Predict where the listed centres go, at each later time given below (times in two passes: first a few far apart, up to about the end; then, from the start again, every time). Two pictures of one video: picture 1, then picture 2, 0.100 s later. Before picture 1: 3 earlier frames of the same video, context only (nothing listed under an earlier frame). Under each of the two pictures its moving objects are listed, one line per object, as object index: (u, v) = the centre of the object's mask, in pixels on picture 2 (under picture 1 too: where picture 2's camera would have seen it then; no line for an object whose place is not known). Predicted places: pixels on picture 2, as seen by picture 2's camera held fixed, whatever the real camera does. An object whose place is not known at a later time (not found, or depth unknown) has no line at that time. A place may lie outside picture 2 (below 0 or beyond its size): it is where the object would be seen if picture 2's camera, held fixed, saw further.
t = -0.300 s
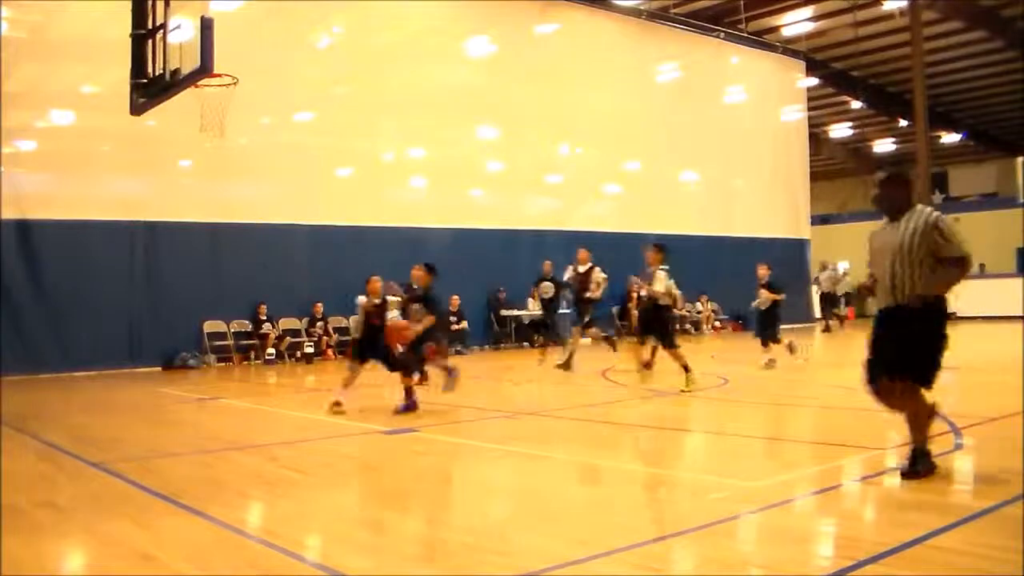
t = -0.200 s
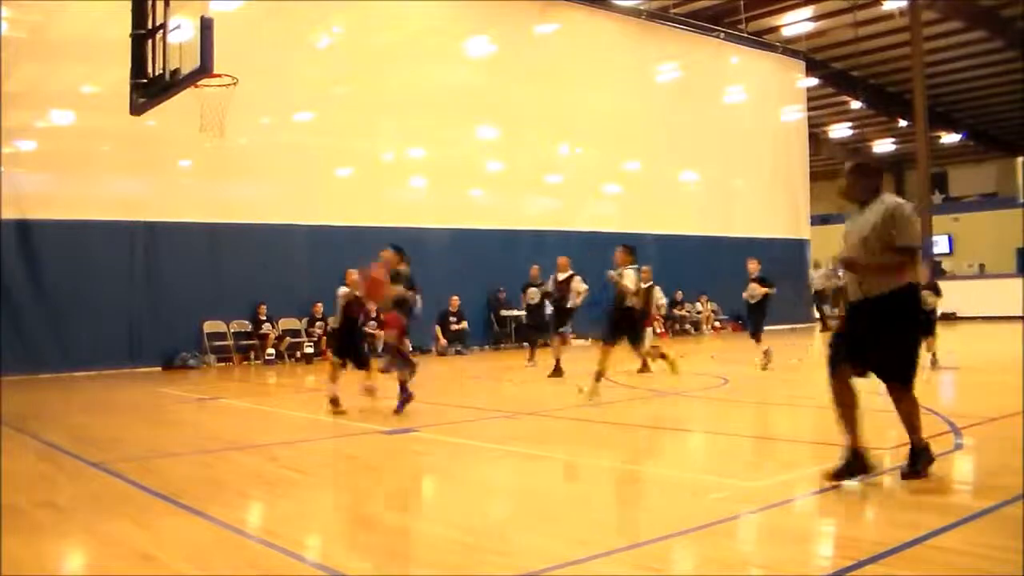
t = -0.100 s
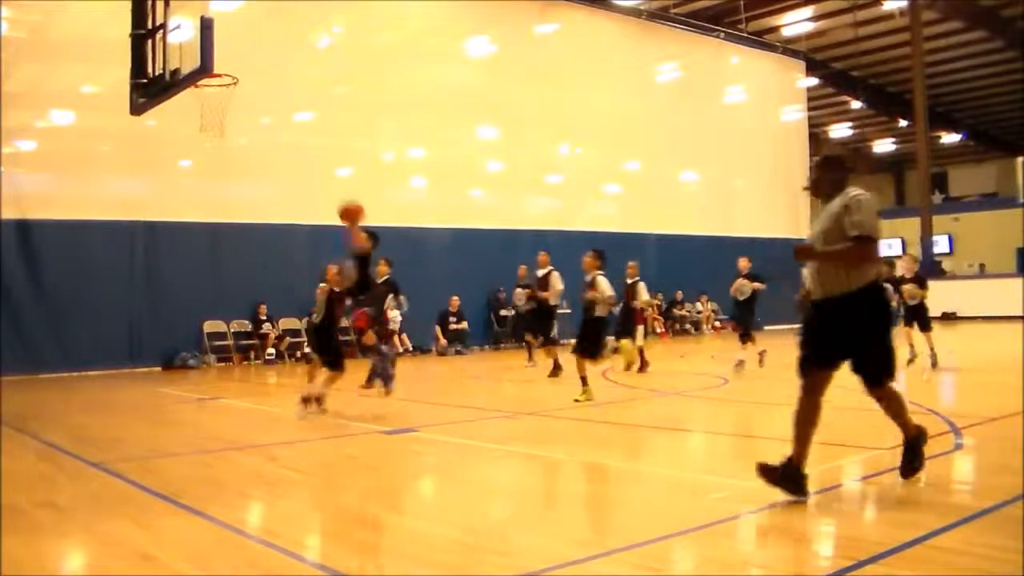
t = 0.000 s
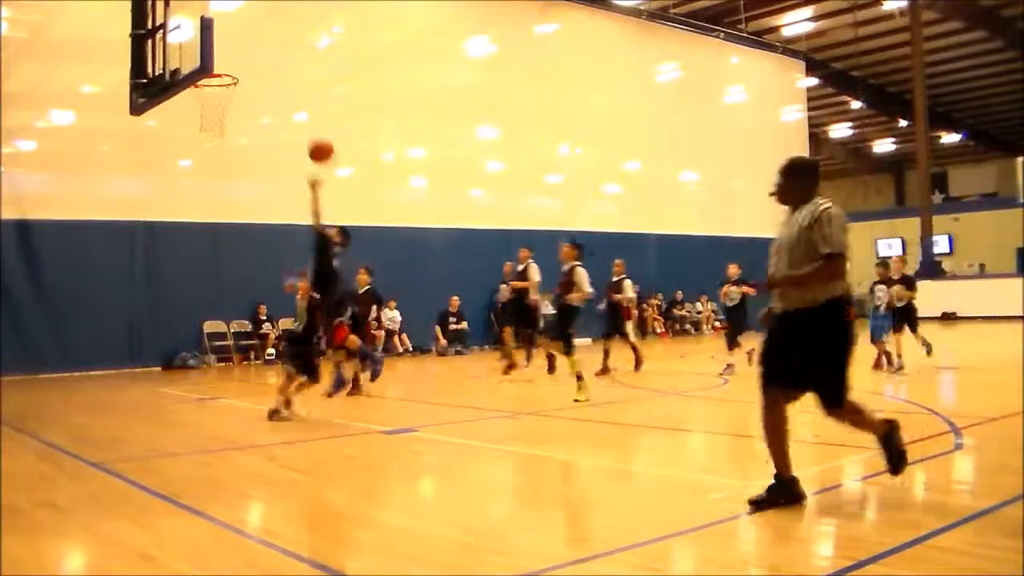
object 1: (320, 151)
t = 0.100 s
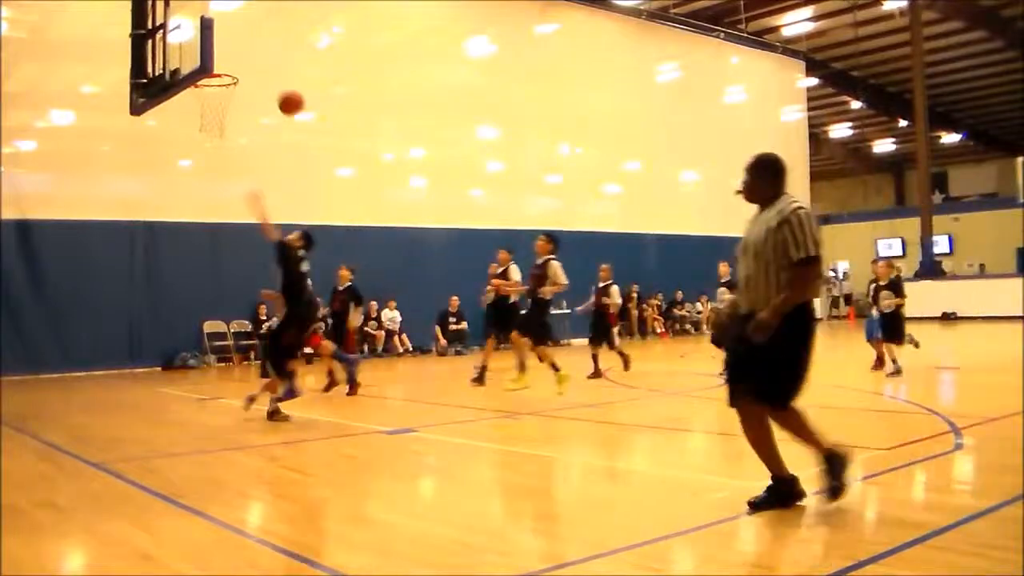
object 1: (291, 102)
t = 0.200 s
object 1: (261, 66)
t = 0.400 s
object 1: (195, 29)
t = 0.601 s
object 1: (220, 45)
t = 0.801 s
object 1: (223, 65)
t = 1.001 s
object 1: (206, 85)
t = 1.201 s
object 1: (219, 114)
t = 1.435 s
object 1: (229, 179)
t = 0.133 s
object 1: (281, 89)
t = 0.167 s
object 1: (271, 77)
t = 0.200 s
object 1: (261, 66)
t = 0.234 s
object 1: (251, 57)
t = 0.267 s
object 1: (242, 49)
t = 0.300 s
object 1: (233, 41)
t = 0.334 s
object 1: (224, 36)
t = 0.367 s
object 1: (219, 31)
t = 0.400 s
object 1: (195, 29)
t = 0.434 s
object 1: (192, 26)
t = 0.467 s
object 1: (194, 27)
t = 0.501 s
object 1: (195, 30)
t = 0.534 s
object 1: (217, 34)
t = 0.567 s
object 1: (218, 39)
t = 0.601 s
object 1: (220, 45)
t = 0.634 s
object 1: (222, 51)
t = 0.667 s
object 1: (225, 59)
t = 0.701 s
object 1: (229, 68)
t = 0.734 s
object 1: (228, 68)
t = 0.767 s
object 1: (225, 65)
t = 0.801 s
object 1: (223, 65)
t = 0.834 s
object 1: (221, 65)
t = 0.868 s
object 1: (219, 68)
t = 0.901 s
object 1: (216, 73)
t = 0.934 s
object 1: (212, 78)
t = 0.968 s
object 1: (207, 83)
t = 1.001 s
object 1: (206, 85)
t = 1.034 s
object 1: (207, 87)
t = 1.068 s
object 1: (208, 88)
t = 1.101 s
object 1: (210, 94)
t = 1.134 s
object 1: (214, 100)
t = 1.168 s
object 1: (217, 106)
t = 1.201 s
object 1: (219, 114)
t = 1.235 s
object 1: (221, 120)
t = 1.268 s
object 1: (222, 127)
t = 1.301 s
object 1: (224, 135)
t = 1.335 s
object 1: (225, 144)
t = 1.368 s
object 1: (226, 154)
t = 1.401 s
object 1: (228, 166)
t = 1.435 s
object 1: (229, 179)
